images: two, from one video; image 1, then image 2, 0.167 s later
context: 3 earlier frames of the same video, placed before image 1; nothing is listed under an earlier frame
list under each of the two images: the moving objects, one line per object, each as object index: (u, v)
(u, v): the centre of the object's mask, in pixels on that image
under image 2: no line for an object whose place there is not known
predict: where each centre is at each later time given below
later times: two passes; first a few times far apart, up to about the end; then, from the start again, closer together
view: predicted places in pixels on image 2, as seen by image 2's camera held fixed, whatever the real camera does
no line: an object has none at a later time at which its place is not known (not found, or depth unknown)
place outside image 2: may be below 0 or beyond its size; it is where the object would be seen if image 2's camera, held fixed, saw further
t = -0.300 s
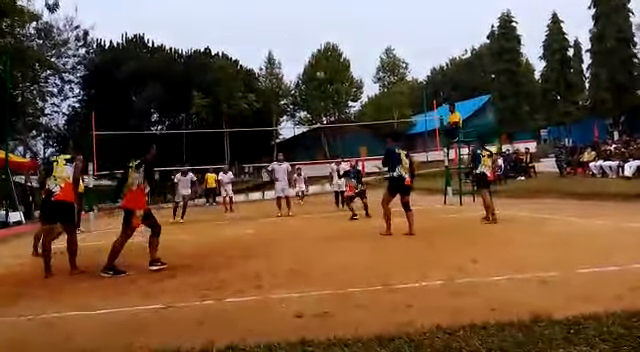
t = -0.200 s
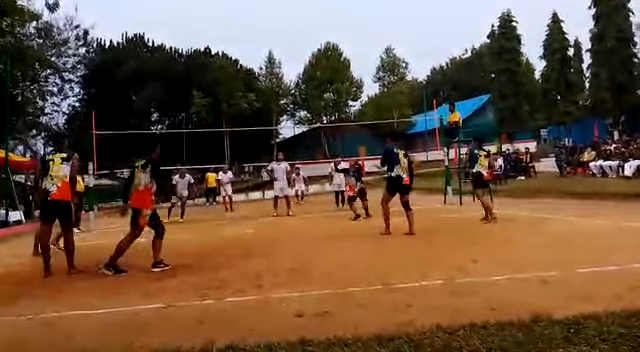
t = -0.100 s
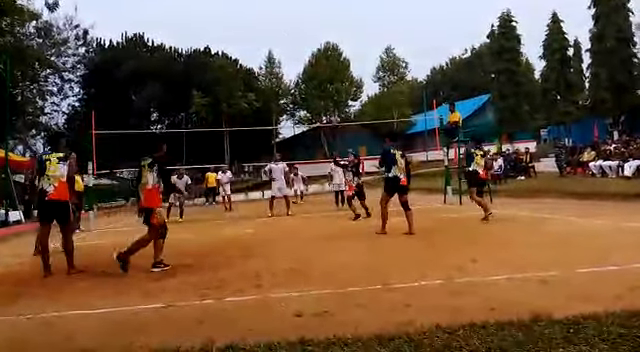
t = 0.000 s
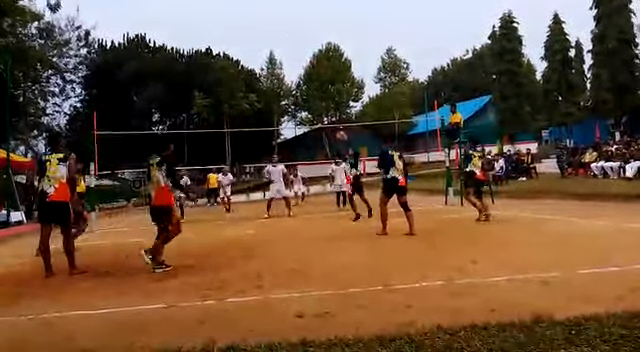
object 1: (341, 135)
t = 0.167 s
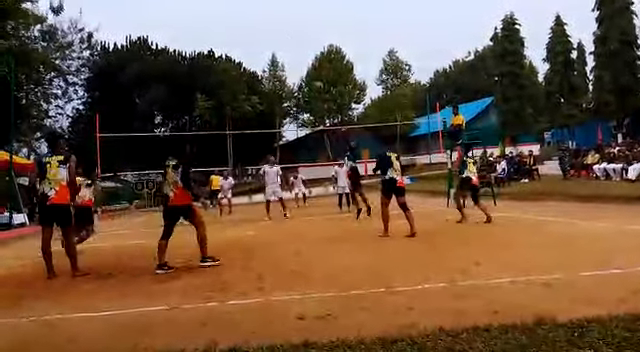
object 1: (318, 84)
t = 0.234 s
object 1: (310, 66)
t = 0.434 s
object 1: (282, 30)
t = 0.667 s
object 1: (252, 7)
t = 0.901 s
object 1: (225, 8)
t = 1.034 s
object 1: (210, 19)
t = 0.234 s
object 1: (310, 66)
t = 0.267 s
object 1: (304, 61)
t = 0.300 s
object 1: (299, 54)
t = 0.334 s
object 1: (295, 47)
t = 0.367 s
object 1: (291, 41)
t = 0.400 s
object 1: (287, 35)
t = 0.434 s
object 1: (282, 30)
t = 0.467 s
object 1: (277, 25)
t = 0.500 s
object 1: (273, 21)
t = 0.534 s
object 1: (268, 17)
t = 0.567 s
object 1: (265, 13)
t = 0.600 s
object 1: (261, 10)
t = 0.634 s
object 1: (256, 8)
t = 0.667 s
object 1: (252, 7)
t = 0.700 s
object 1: (248, 6)
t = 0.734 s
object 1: (244, 4)
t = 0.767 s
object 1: (240, 4)
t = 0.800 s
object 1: (236, 4)
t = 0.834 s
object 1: (232, 5)
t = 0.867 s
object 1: (228, 6)
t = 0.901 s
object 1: (225, 8)
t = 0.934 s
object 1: (221, 10)
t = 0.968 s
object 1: (217, 12)
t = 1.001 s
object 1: (214, 15)
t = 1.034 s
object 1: (210, 19)
